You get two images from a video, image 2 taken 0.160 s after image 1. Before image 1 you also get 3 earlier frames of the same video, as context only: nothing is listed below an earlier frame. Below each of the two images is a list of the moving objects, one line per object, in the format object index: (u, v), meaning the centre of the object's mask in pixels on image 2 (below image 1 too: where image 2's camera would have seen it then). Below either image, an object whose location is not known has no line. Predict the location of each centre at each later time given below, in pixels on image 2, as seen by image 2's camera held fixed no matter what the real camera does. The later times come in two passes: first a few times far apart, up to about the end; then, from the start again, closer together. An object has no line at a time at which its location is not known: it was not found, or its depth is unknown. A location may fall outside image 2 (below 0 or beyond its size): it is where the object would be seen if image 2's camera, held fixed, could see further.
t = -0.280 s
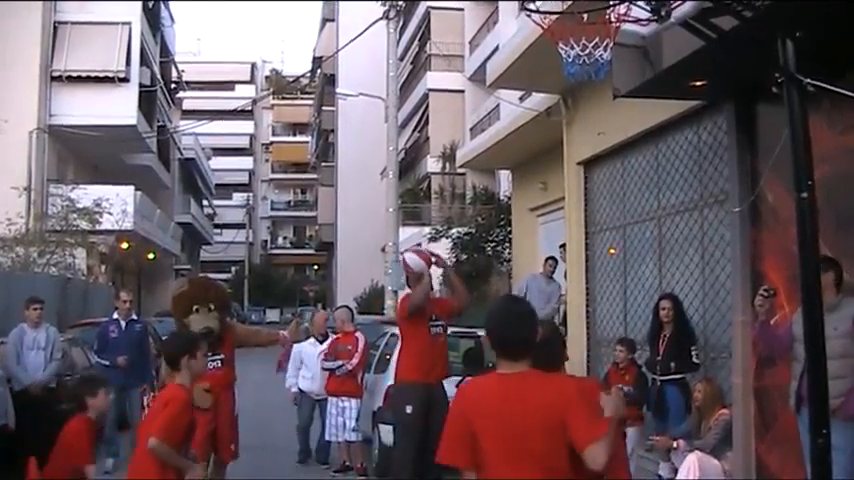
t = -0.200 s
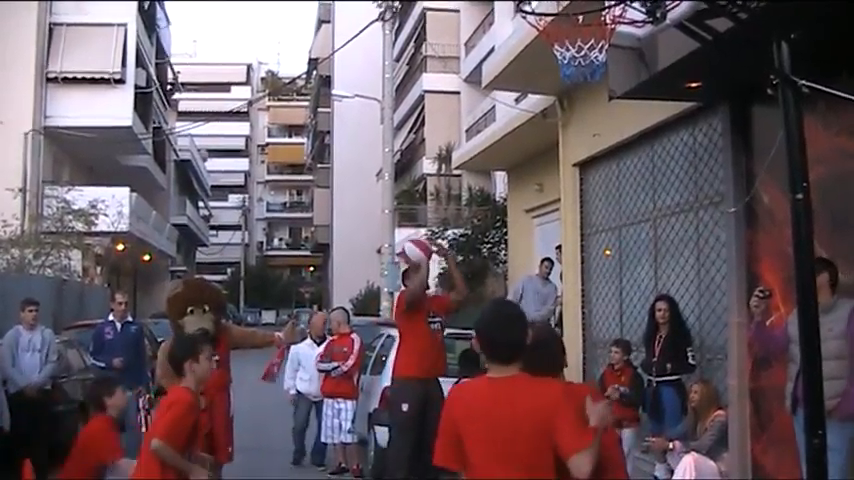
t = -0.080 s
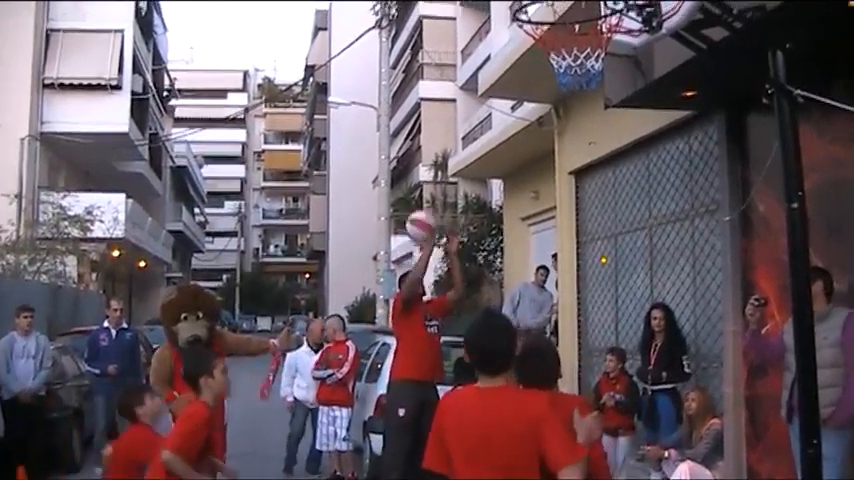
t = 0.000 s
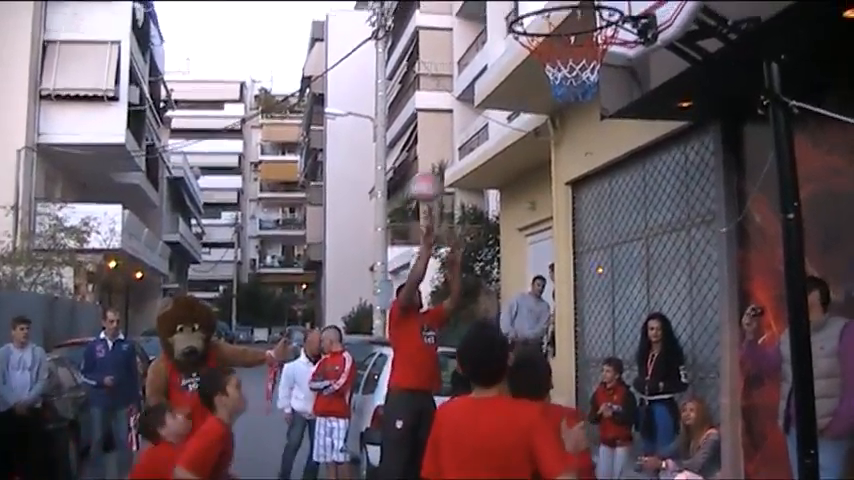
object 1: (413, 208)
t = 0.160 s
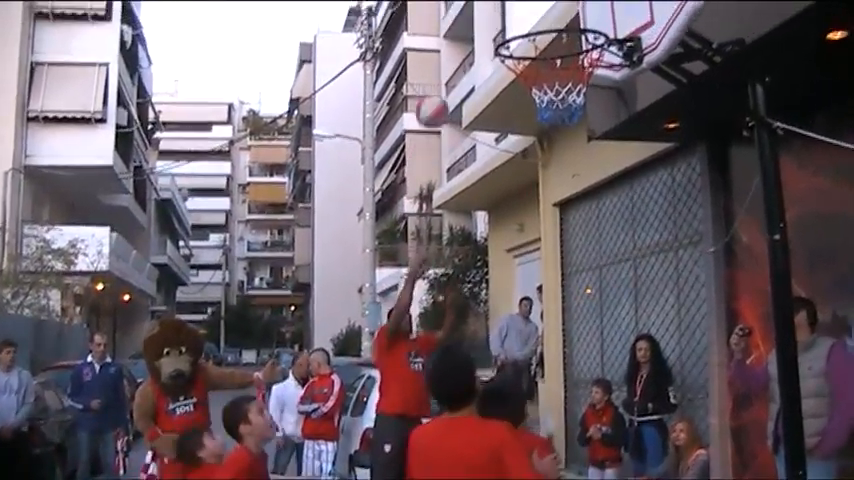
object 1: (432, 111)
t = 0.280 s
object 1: (448, 51)
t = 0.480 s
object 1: (478, -16)
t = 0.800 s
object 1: (558, 2)
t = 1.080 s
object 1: (546, 81)
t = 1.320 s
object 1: (573, 153)
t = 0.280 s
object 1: (448, 51)
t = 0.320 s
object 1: (453, 36)
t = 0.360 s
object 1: (458, 22)
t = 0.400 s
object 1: (465, 6)
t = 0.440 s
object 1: (472, -5)
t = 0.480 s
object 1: (478, -16)
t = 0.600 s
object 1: (503, -27)
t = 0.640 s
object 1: (511, -28)
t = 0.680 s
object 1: (521, -25)
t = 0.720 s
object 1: (533, -22)
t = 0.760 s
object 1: (545, -13)
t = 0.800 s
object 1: (558, 2)
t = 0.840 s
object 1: (572, 14)
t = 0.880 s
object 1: (568, 35)
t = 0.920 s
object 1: (540, 55)
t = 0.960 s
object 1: (530, 64)
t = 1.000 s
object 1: (532, 74)
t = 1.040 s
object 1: (541, 82)
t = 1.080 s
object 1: (546, 81)
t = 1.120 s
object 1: (551, 88)
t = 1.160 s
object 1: (555, 96)
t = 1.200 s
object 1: (560, 104)
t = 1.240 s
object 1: (565, 118)
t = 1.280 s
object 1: (569, 132)
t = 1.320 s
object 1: (573, 153)
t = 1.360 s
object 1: (578, 174)
